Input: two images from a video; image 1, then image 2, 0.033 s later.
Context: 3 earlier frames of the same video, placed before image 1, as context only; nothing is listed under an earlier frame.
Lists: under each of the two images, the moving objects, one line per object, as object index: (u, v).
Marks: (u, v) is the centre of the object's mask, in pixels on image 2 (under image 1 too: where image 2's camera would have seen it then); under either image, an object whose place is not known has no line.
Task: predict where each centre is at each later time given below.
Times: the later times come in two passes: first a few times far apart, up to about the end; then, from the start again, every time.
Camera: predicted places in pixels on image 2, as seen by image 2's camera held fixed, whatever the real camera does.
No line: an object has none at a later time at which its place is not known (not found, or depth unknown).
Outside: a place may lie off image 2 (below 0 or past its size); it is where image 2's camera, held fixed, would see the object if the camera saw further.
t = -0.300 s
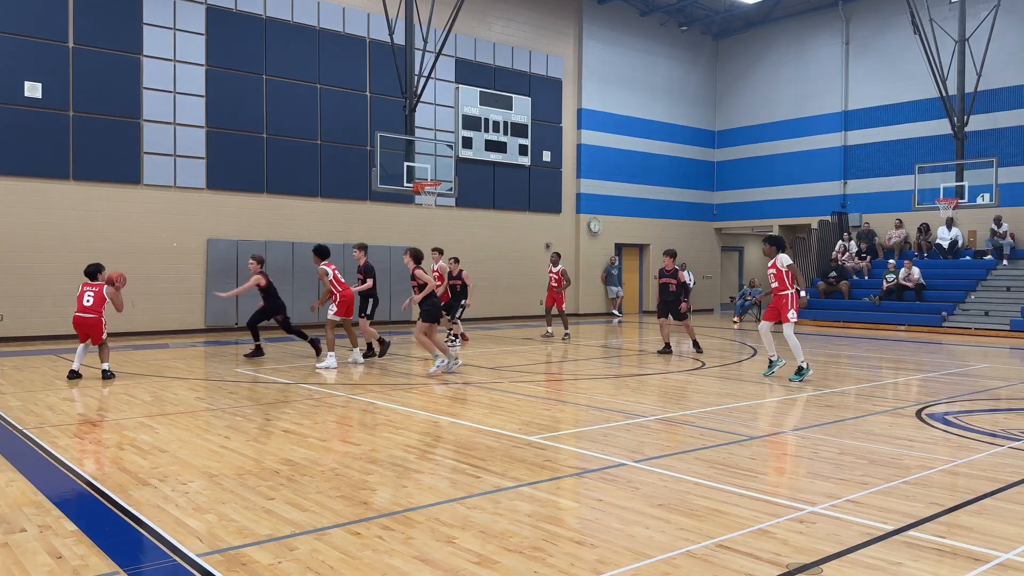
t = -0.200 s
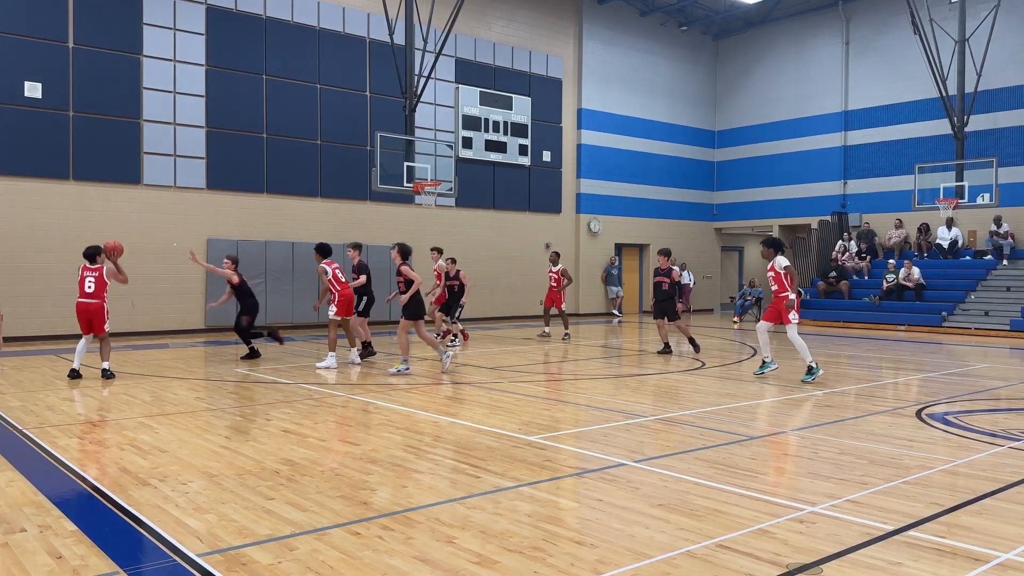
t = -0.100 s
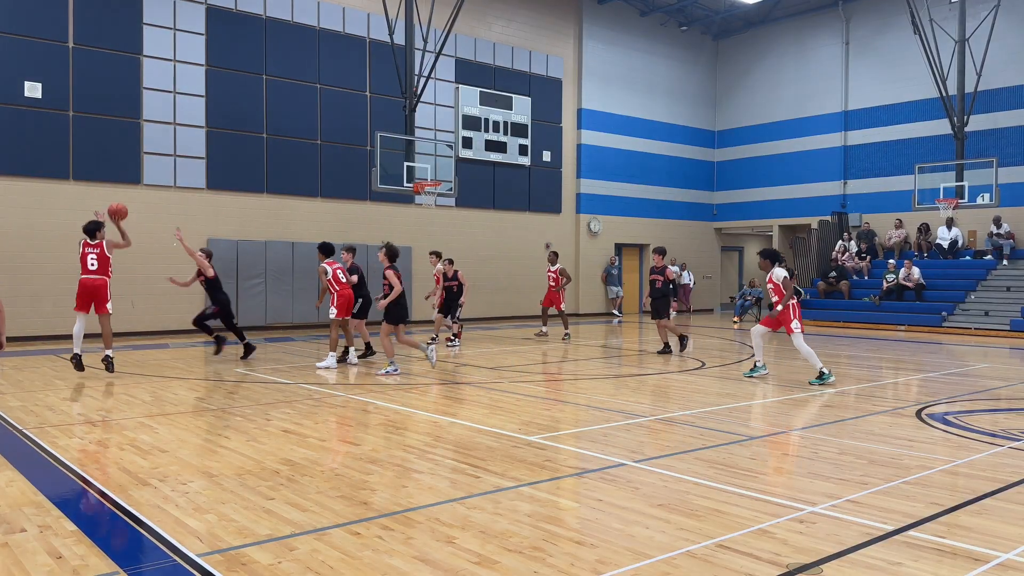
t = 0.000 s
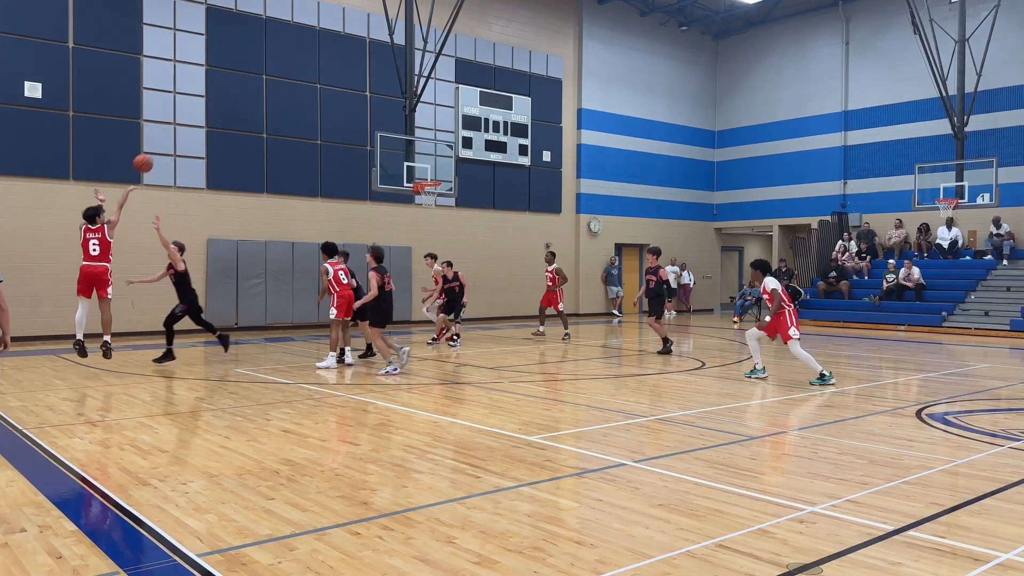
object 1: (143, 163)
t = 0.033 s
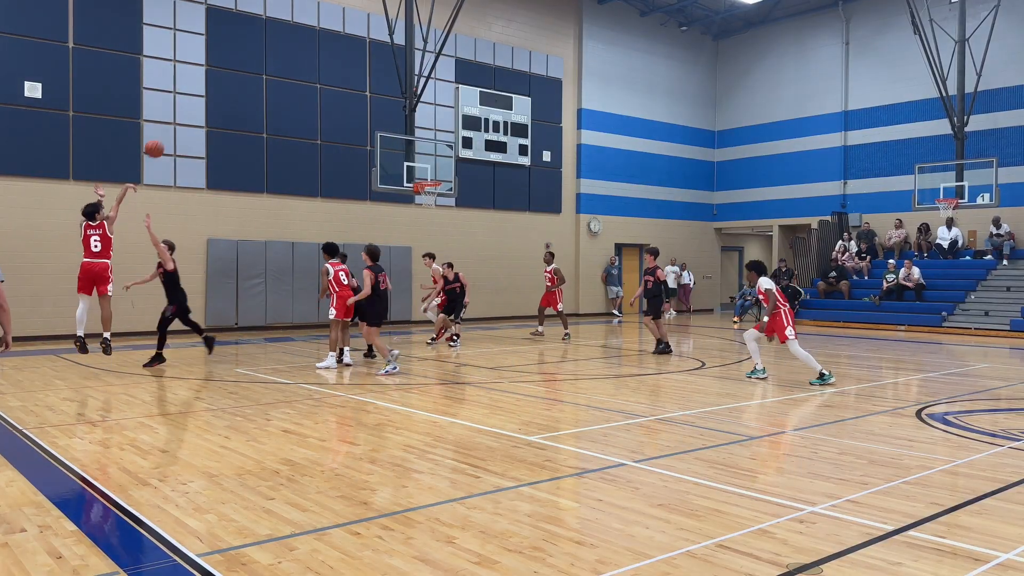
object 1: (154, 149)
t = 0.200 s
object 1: (207, 93)
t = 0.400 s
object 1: (261, 57)
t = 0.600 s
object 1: (308, 51)
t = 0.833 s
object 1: (357, 73)
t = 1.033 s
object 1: (393, 113)
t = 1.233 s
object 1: (424, 169)
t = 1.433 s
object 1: (426, 196)
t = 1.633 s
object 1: (422, 197)
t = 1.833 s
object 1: (417, 221)
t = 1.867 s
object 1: (417, 227)
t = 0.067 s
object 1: (165, 135)
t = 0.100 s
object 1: (176, 123)
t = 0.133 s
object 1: (186, 112)
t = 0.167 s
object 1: (197, 101)
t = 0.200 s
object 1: (207, 93)
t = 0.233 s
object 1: (216, 84)
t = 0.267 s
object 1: (225, 77)
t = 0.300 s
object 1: (235, 70)
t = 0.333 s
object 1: (243, 65)
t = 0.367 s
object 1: (252, 61)
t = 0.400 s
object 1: (261, 57)
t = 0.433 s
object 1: (269, 54)
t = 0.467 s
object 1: (277, 52)
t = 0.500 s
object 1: (285, 50)
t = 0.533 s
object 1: (293, 50)
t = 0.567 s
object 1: (301, 50)
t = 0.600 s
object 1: (308, 51)
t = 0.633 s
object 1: (315, 52)
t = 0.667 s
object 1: (323, 54)
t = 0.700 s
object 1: (330, 56)
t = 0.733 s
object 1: (337, 60)
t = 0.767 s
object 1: (344, 64)
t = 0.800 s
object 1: (350, 68)
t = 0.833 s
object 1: (357, 73)
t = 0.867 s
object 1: (363, 78)
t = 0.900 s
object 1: (369, 84)
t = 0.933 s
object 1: (375, 91)
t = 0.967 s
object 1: (382, 97)
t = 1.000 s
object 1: (387, 105)
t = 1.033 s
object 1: (393, 113)
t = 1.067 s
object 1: (399, 121)
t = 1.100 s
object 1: (404, 130)
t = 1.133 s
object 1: (409, 139)
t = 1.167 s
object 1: (414, 148)
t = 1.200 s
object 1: (419, 158)
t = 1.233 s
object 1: (424, 169)
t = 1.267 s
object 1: (428, 177)
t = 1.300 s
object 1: (434, 186)
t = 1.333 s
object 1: (430, 193)
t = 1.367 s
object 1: (428, 194)
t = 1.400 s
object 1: (427, 195)
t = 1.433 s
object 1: (426, 196)
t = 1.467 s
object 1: (425, 193)
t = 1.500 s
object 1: (424, 192)
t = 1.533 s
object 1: (423, 192)
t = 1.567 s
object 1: (423, 193)
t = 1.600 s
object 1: (423, 195)
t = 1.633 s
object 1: (422, 197)
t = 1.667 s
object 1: (421, 200)
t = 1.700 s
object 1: (420, 202)
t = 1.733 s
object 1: (420, 207)
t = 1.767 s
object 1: (419, 211)
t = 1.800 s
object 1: (418, 216)
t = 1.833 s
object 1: (417, 221)
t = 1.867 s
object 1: (417, 227)
